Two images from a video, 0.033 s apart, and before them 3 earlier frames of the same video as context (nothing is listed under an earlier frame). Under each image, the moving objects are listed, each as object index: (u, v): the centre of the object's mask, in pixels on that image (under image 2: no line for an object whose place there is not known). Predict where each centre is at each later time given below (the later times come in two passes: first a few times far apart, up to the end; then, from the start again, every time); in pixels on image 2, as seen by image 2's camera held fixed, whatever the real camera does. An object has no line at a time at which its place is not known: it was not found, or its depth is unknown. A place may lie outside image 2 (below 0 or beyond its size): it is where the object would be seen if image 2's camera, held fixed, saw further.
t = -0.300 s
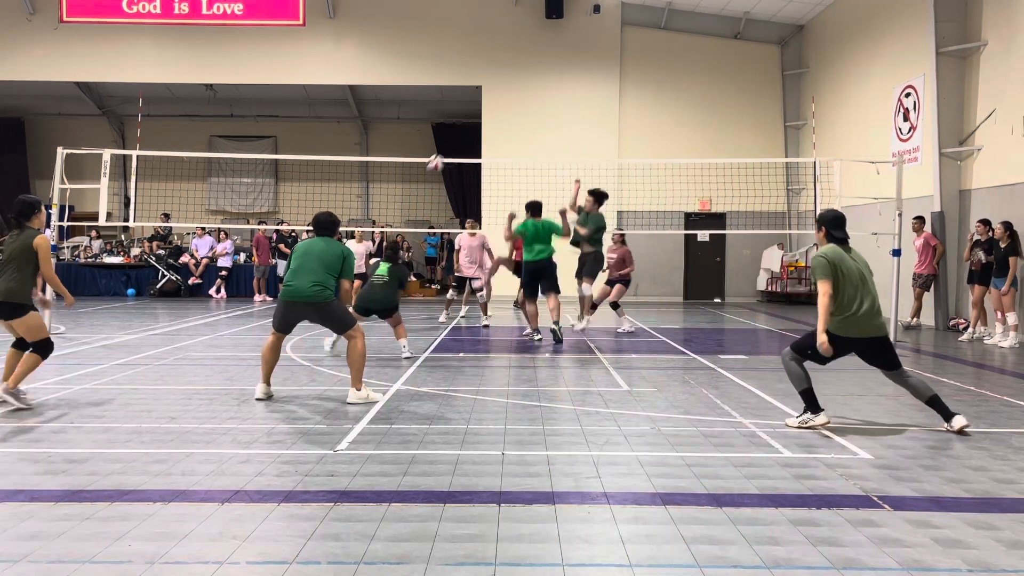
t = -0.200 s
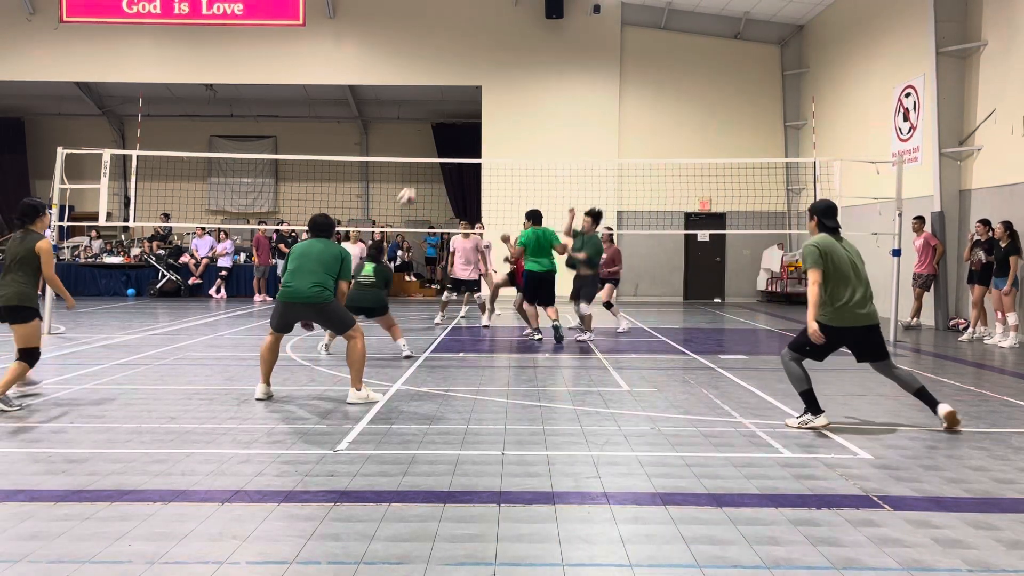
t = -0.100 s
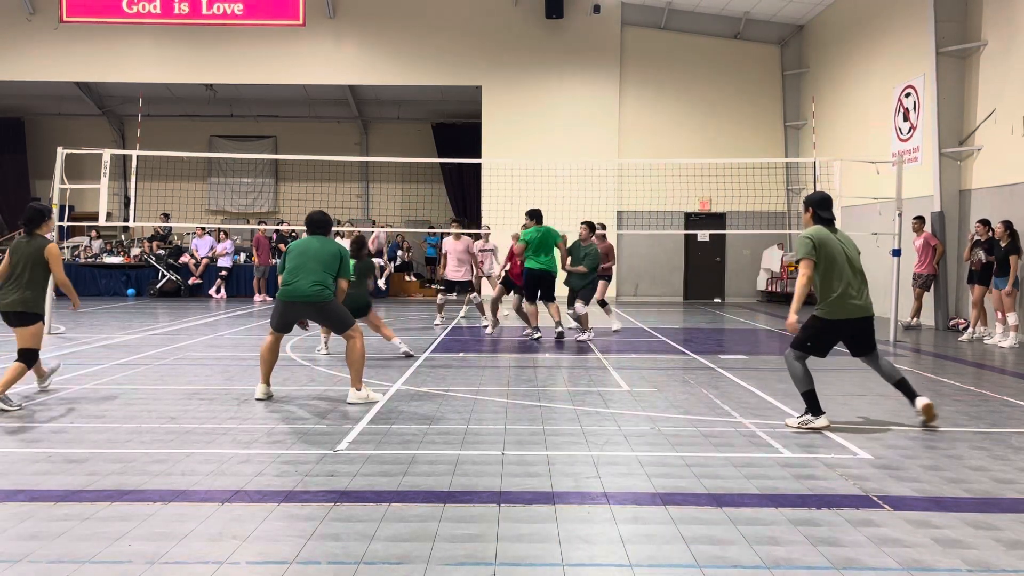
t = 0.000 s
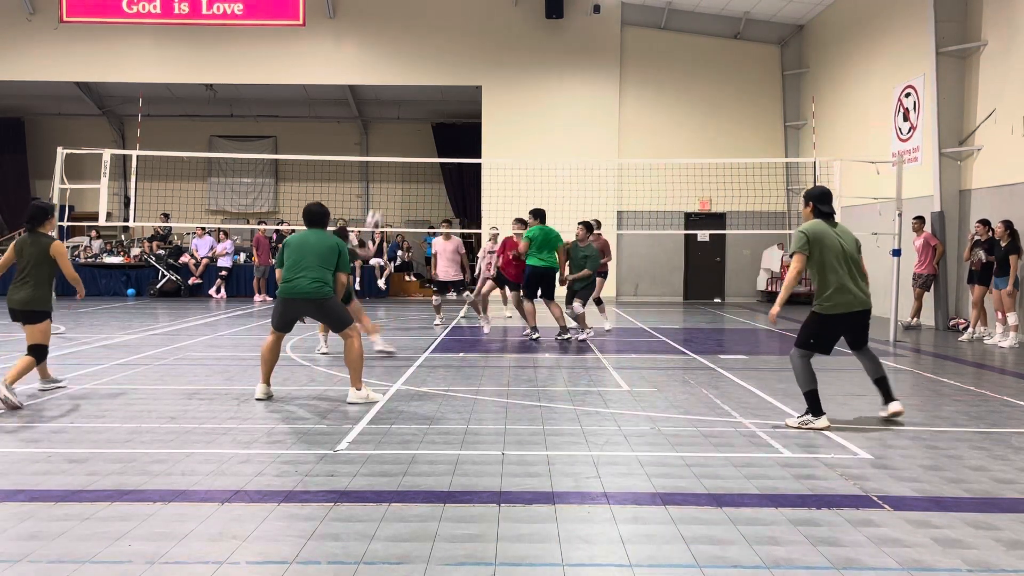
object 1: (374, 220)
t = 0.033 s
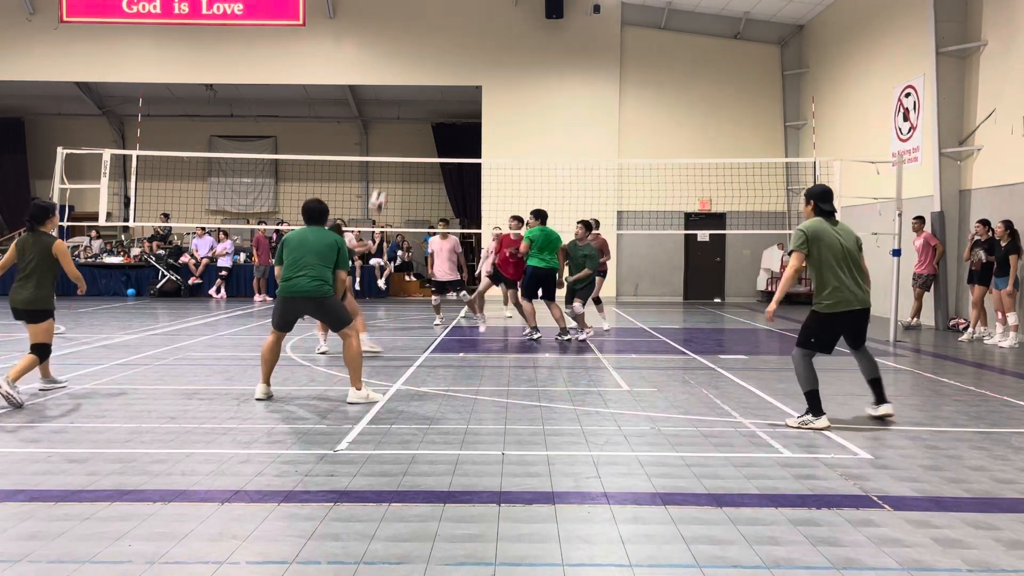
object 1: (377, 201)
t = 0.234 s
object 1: (399, 105)
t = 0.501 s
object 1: (427, 32)
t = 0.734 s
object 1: (449, 19)
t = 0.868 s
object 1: (462, 31)
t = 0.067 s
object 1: (381, 183)
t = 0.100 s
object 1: (384, 165)
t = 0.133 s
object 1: (389, 147)
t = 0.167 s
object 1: (392, 133)
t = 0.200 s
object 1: (396, 118)
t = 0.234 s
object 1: (399, 105)
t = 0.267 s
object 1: (403, 93)
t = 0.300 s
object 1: (406, 80)
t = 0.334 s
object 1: (410, 70)
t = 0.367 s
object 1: (413, 61)
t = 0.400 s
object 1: (417, 51)
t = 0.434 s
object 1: (420, 44)
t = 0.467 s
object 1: (424, 37)
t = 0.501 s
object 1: (427, 32)
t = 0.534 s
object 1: (430, 27)
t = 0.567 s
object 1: (434, 24)
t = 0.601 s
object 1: (437, 21)
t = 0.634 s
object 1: (440, 19)
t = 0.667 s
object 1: (443, 18)
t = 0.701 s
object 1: (446, 18)
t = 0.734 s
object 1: (449, 19)
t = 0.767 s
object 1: (453, 20)
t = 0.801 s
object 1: (456, 23)
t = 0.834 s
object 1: (459, 27)
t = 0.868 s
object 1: (462, 31)
